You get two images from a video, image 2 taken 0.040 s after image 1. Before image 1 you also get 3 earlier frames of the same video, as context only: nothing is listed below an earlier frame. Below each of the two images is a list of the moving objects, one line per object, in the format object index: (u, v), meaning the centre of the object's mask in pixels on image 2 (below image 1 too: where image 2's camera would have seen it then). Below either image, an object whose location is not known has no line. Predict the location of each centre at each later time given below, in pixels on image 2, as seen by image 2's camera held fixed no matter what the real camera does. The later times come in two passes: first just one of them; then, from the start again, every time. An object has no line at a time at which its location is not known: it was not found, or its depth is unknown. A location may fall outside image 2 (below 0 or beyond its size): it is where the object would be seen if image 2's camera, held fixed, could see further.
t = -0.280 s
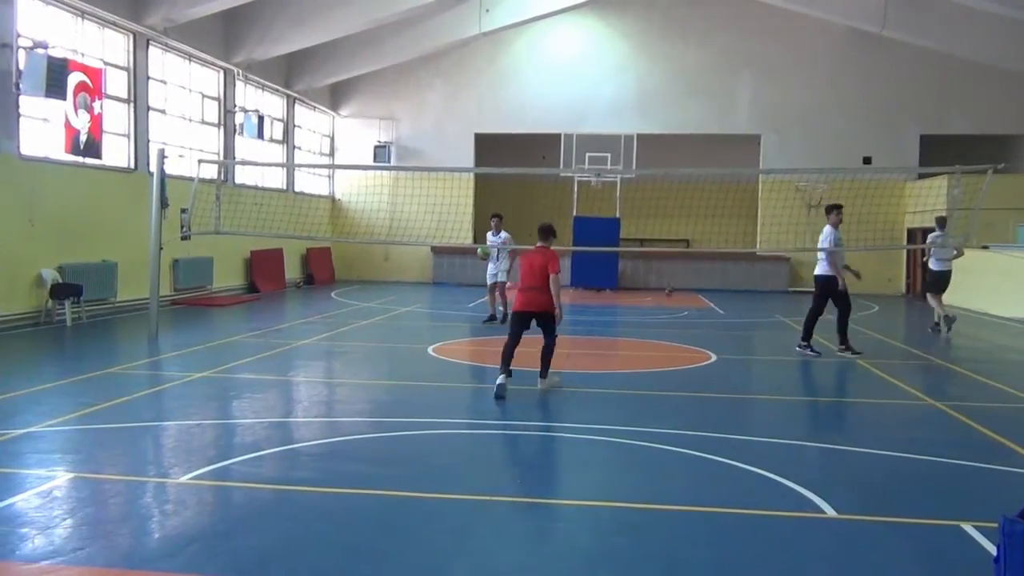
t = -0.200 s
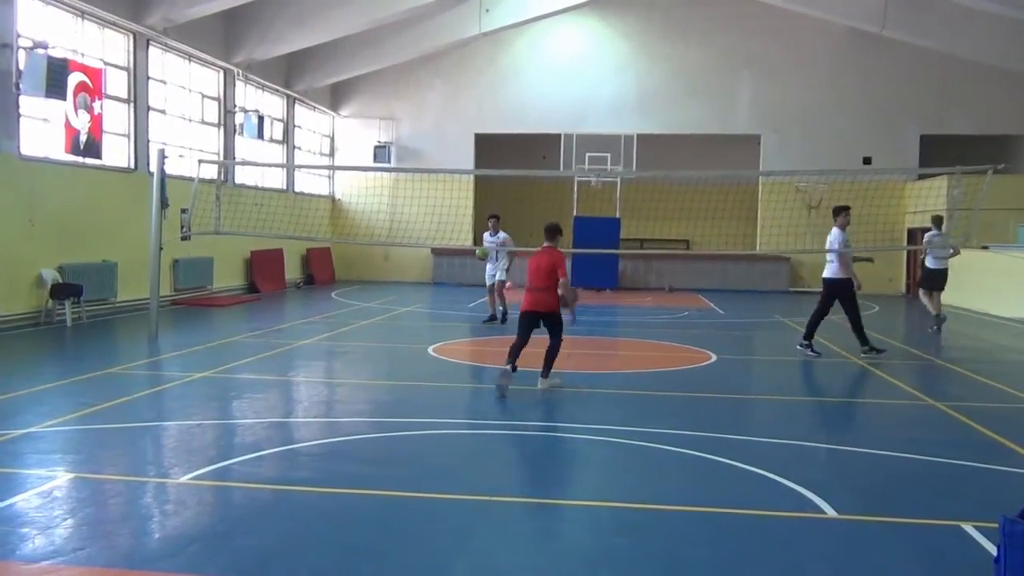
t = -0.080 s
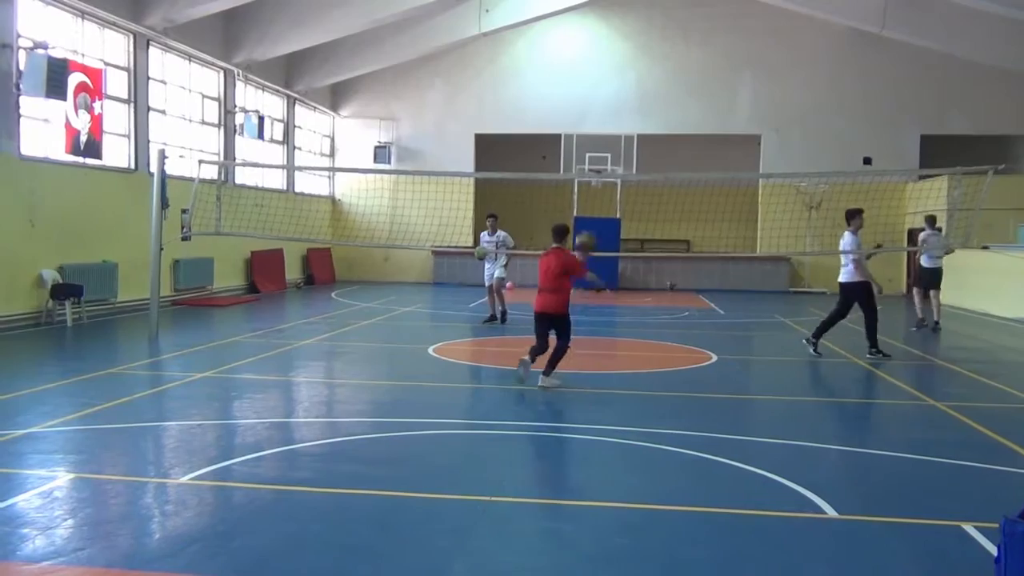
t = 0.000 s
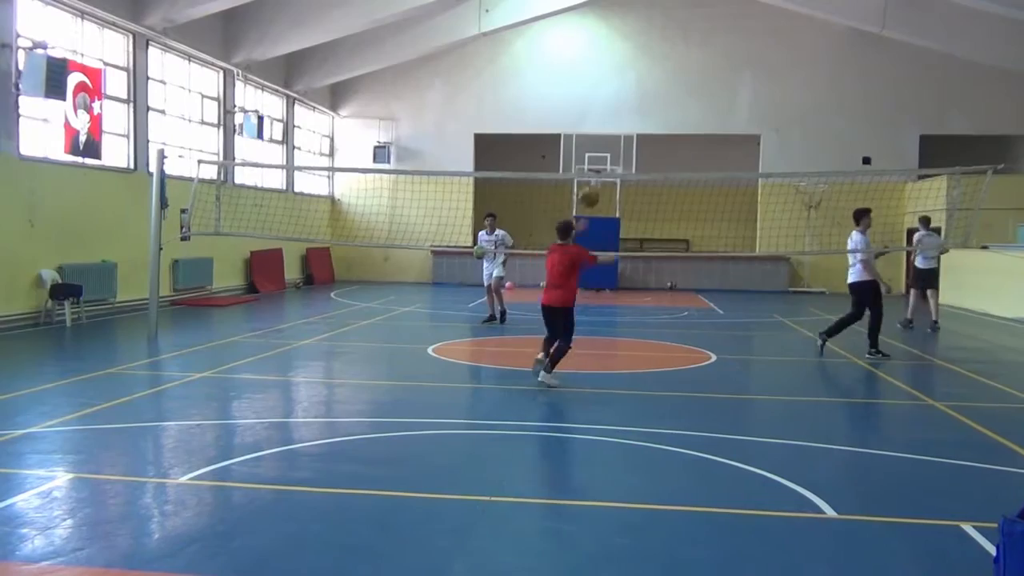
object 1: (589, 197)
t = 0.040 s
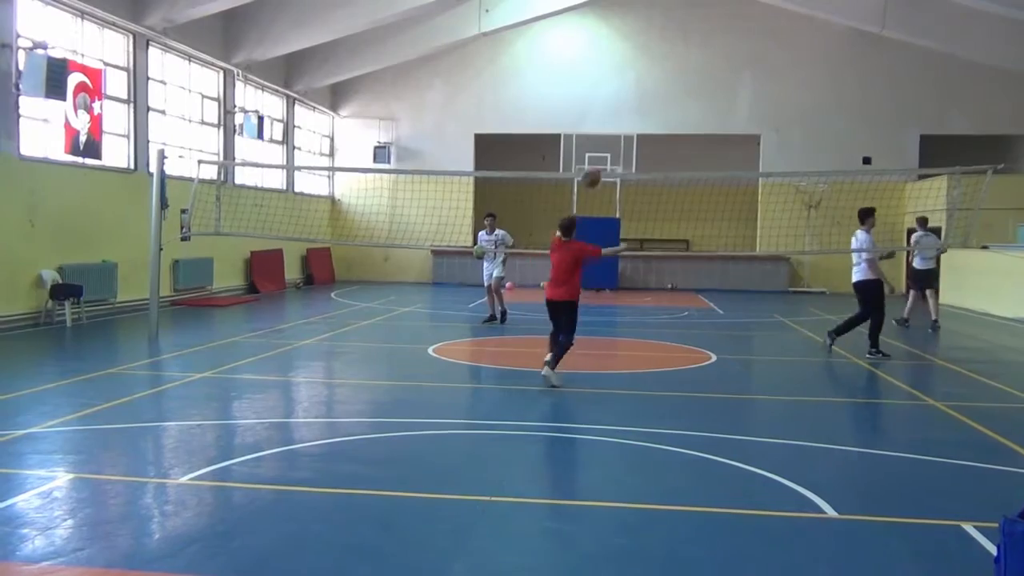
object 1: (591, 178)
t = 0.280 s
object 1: (600, 93)
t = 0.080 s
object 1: (593, 160)
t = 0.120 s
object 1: (595, 143)
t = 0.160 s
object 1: (596, 127)
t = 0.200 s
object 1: (597, 114)
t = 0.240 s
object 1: (599, 102)
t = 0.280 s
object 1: (600, 93)
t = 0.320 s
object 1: (602, 84)
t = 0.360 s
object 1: (603, 77)
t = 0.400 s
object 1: (605, 71)
